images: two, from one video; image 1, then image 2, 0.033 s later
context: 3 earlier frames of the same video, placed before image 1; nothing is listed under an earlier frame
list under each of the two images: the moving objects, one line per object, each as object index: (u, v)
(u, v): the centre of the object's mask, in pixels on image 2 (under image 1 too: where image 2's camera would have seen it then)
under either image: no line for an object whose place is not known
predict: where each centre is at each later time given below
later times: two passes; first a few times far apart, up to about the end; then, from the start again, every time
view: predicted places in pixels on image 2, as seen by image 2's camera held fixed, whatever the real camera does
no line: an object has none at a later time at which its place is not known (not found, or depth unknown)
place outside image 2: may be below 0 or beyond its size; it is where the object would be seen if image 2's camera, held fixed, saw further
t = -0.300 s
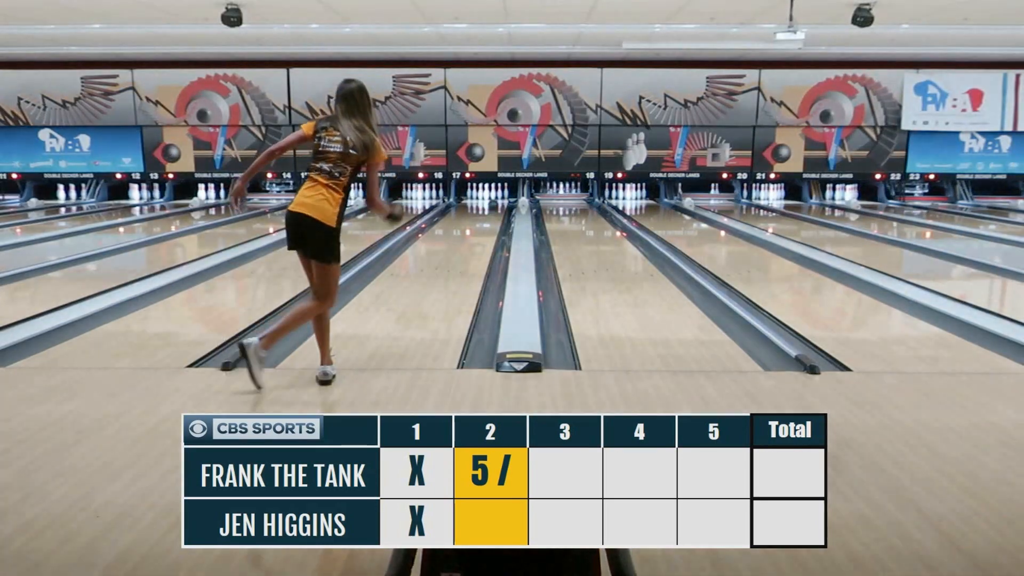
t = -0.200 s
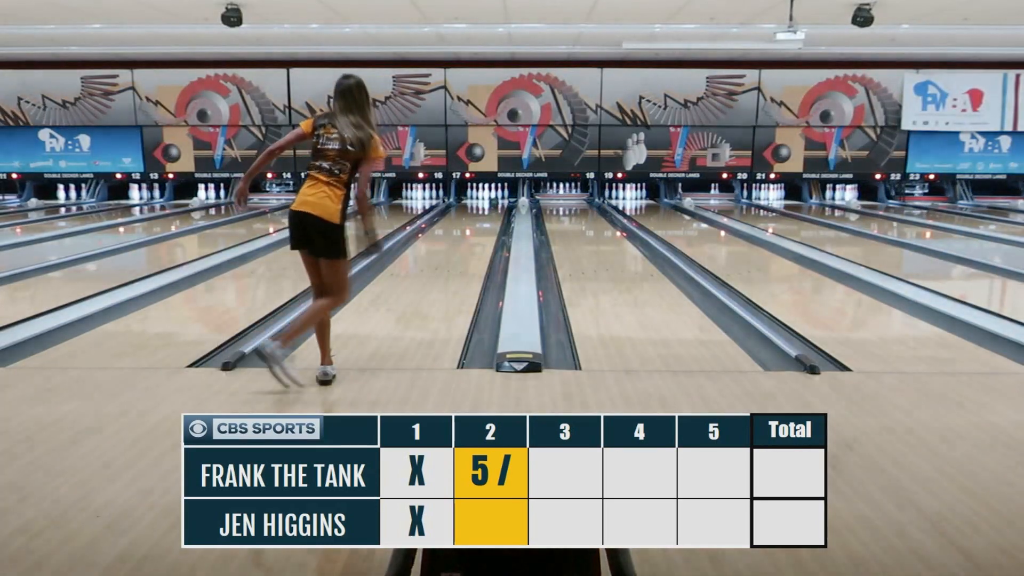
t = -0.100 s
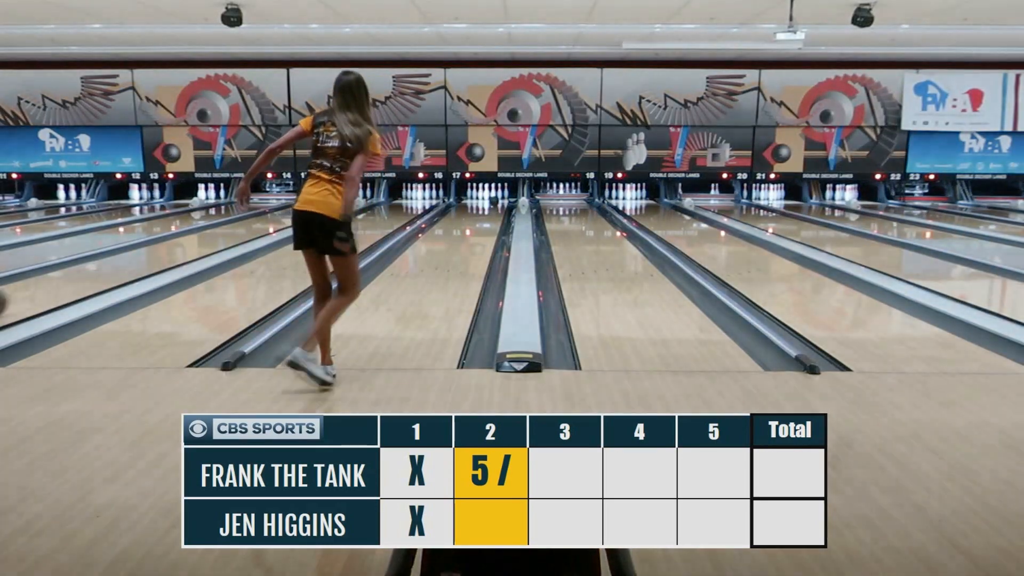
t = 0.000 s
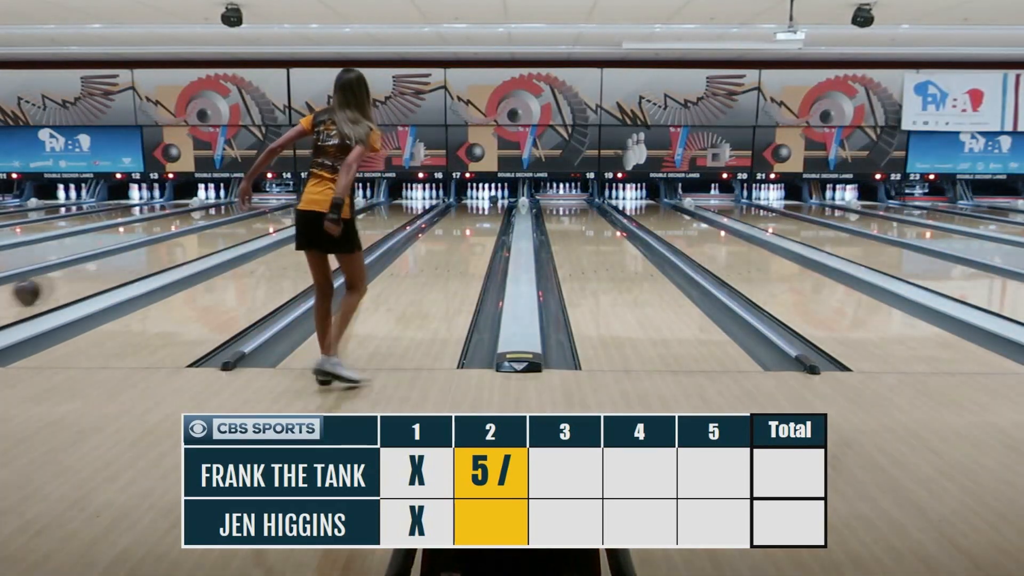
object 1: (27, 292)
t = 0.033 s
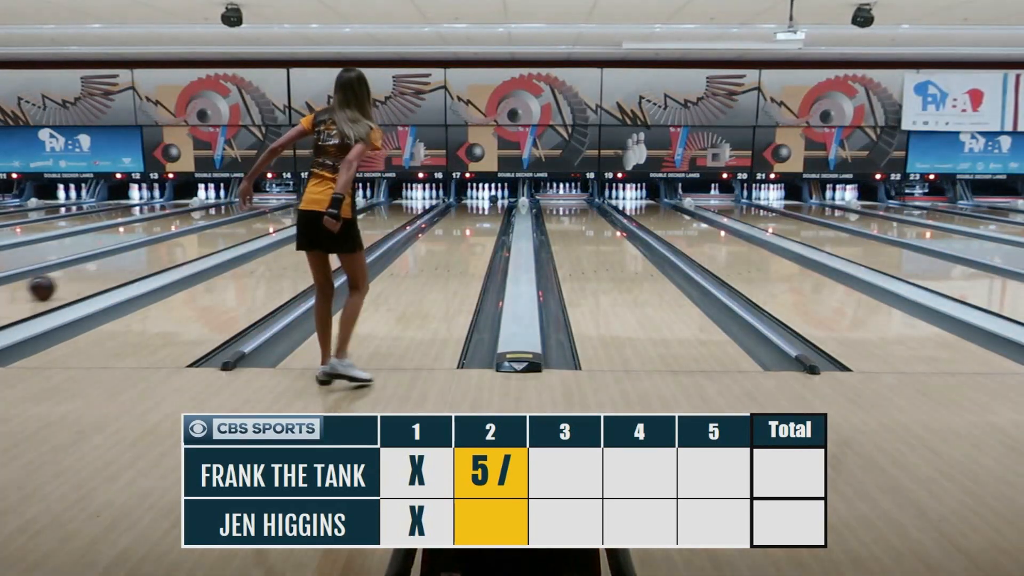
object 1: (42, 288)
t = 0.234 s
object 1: (106, 269)
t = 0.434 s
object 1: (151, 256)
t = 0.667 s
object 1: (194, 243)
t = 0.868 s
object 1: (225, 234)
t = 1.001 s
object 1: (241, 230)
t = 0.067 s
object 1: (56, 284)
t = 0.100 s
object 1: (64, 282)
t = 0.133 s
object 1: (75, 278)
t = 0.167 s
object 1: (83, 276)
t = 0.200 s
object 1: (95, 272)
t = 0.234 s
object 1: (106, 269)
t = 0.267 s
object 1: (112, 268)
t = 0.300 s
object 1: (122, 265)
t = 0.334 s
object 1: (128, 263)
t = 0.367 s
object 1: (137, 260)
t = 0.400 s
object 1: (146, 257)
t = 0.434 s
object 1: (151, 256)
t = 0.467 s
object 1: (155, 255)
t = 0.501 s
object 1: (164, 252)
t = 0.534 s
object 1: (172, 250)
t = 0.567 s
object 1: (179, 248)
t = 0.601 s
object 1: (184, 246)
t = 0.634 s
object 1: (190, 245)
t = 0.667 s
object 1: (194, 243)
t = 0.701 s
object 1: (201, 242)
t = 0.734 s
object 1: (207, 240)
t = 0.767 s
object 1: (210, 239)
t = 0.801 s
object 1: (216, 238)
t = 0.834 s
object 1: (219, 236)
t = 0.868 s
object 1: (225, 234)
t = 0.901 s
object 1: (230, 233)
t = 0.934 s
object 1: (233, 232)
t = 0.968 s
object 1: (238, 231)
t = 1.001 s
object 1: (241, 230)
